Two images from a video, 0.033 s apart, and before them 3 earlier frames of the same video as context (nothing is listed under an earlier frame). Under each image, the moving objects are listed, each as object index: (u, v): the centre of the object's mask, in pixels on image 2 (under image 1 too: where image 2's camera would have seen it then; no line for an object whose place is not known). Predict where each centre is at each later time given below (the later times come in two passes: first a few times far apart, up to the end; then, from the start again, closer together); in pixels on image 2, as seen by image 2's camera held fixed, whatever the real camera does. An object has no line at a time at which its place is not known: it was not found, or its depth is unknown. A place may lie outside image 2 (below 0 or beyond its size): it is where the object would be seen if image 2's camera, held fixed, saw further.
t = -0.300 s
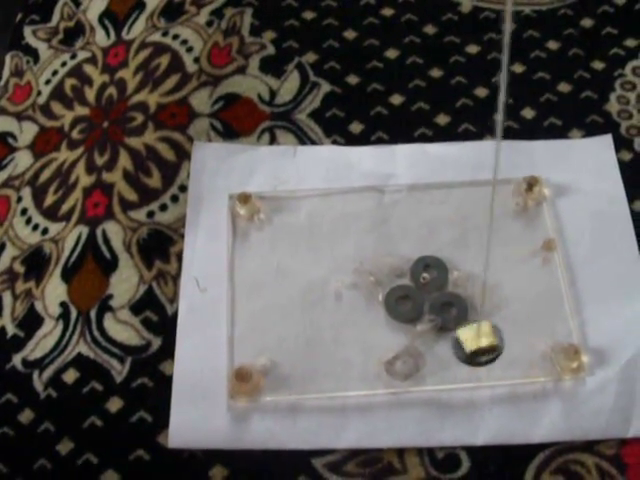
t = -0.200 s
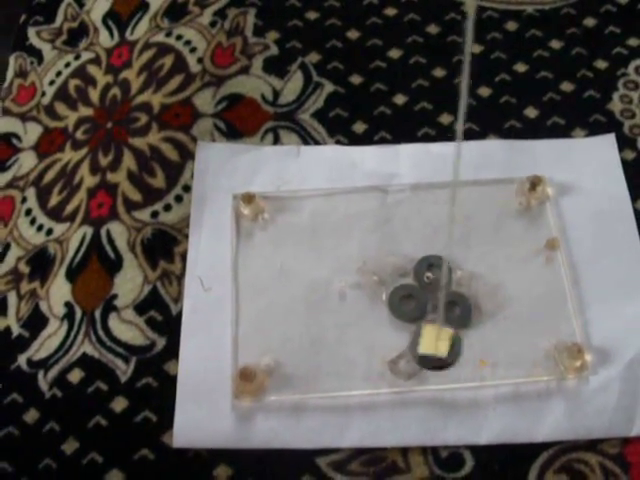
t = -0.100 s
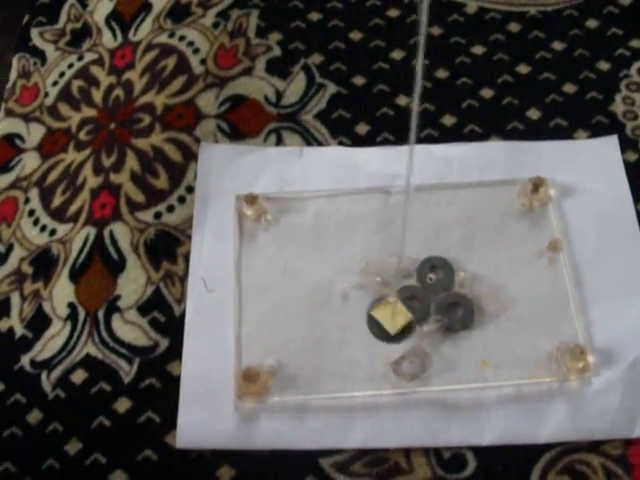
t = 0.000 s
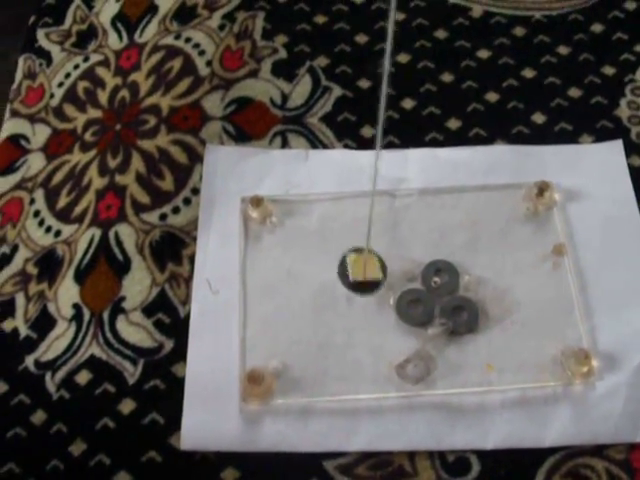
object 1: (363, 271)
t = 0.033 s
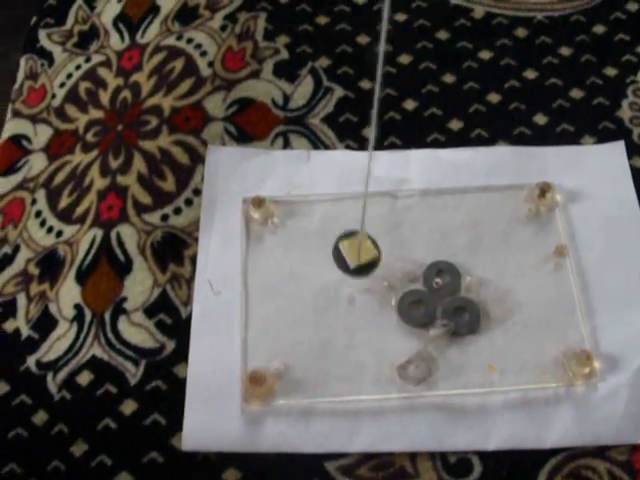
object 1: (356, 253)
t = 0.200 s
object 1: (353, 182)
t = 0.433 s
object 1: (425, 186)
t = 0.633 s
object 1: (494, 270)
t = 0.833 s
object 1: (500, 342)
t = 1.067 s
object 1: (405, 297)
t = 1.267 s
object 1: (344, 207)
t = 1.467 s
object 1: (371, 177)
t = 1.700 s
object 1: (471, 243)
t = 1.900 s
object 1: (518, 319)
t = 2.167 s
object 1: (418, 310)
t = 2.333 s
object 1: (338, 243)
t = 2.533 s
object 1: (336, 188)
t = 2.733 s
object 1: (430, 214)
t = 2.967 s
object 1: (521, 297)
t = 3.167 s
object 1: (493, 332)
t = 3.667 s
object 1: (354, 188)
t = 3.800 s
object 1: (401, 194)
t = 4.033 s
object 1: (515, 267)
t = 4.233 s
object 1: (547, 330)
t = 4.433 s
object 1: (465, 311)
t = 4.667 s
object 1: (362, 227)
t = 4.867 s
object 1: (366, 198)
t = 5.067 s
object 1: (449, 236)
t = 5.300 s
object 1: (536, 310)
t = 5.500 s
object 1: (503, 316)
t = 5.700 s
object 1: (397, 258)
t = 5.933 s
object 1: (335, 202)
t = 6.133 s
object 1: (399, 223)
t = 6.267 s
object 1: (469, 260)
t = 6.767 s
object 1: (436, 282)
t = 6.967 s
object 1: (343, 227)
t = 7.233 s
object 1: (382, 208)
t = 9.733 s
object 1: (484, 222)
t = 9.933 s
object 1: (530, 270)
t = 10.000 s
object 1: (523, 287)
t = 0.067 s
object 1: (351, 235)
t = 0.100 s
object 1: (348, 219)
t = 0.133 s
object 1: (348, 204)
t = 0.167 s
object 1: (349, 192)
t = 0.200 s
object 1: (353, 182)
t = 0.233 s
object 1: (359, 174)
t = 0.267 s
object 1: (367, 169)
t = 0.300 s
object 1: (377, 167)
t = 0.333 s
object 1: (387, 168)
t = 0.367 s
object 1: (399, 171)
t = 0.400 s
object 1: (412, 177)
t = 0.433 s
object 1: (425, 186)
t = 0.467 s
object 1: (438, 197)
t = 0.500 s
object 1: (451, 209)
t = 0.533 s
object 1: (463, 223)
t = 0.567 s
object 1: (475, 238)
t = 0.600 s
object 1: (485, 253)
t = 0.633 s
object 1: (494, 270)
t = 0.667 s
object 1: (502, 285)
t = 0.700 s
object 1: (508, 300)
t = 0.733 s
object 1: (510, 314)
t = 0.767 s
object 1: (511, 326)
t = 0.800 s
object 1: (507, 336)
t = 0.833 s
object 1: (500, 342)
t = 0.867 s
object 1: (492, 345)
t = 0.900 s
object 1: (481, 344)
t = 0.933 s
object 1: (467, 339)
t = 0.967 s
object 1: (452, 332)
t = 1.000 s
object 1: (436, 323)
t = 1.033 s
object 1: (418, 311)
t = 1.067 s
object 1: (405, 297)
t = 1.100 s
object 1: (391, 281)
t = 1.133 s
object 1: (378, 266)
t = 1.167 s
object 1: (366, 250)
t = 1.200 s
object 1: (356, 235)
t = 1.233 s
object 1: (349, 220)
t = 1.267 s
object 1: (344, 207)
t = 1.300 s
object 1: (342, 196)
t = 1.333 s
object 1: (343, 187)
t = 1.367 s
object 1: (346, 181)
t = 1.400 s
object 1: (352, 177)
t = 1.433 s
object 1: (360, 176)
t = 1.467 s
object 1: (371, 177)
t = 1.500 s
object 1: (383, 182)
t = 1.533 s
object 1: (397, 188)
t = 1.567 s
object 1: (411, 196)
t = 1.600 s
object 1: (427, 206)
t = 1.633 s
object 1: (442, 218)
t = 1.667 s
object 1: (457, 230)
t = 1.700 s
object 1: (471, 243)
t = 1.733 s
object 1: (484, 257)
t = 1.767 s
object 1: (496, 271)
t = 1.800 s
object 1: (506, 284)
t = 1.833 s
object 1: (513, 297)
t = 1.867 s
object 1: (517, 309)
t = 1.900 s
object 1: (518, 319)
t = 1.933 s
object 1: (515, 327)
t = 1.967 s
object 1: (509, 333)
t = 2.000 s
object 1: (500, 336)
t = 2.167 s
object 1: (418, 310)
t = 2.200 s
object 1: (398, 300)
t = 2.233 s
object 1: (380, 285)
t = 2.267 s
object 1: (364, 271)
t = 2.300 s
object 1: (350, 257)
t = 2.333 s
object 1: (338, 243)
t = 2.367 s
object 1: (329, 229)
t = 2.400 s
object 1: (324, 217)
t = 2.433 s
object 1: (321, 206)
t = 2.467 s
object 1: (323, 198)
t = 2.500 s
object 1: (328, 192)
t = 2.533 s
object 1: (336, 188)
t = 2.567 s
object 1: (348, 187)
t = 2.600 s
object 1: (362, 188)
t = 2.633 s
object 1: (377, 192)
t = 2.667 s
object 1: (394, 198)
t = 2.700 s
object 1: (411, 205)
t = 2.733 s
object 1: (430, 214)
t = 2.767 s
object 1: (447, 224)
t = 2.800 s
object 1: (463, 235)
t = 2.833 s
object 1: (478, 247)
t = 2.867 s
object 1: (493, 260)
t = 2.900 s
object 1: (504, 273)
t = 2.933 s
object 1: (514, 286)
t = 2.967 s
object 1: (521, 297)
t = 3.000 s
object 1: (525, 308)
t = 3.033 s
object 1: (524, 318)
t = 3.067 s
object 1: (521, 325)
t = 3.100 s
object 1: (514, 330)
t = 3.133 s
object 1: (505, 332)
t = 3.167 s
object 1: (493, 332)
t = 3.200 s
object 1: (477, 327)
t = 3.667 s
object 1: (354, 188)
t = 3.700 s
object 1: (363, 186)
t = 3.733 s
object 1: (373, 186)
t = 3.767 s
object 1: (387, 189)
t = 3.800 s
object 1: (401, 194)
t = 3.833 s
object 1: (417, 201)
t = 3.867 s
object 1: (434, 209)
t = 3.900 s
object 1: (451, 219)
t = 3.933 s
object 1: (468, 230)
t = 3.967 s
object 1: (484, 242)
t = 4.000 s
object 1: (500, 254)
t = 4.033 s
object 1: (515, 267)
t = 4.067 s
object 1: (528, 280)
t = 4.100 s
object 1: (539, 293)
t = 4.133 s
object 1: (546, 305)
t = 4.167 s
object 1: (550, 315)
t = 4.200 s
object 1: (550, 324)
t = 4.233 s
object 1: (547, 330)
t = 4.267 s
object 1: (539, 334)
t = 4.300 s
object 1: (529, 334)
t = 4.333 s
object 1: (515, 332)
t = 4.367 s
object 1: (500, 327)
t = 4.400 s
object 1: (482, 320)
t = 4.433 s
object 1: (465, 311)
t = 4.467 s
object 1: (449, 299)
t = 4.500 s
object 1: (431, 287)
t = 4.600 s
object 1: (384, 249)
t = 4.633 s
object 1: (372, 237)
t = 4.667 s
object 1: (362, 227)
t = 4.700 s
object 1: (355, 217)
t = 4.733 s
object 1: (352, 210)
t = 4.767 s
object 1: (351, 204)
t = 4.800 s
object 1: (353, 200)
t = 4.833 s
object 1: (358, 198)
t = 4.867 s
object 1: (366, 198)
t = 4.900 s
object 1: (376, 201)
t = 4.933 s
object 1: (389, 205)
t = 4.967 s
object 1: (402, 211)
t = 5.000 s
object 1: (418, 218)
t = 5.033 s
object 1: (433, 227)
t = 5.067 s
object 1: (449, 236)
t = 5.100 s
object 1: (465, 246)
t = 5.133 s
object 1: (480, 258)
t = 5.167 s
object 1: (496, 271)
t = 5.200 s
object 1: (509, 282)
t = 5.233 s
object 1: (520, 292)
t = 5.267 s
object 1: (529, 302)
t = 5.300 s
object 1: (536, 310)
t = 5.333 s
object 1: (539, 317)
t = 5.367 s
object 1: (539, 321)
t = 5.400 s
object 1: (535, 323)
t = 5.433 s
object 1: (526, 323)
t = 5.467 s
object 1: (515, 320)
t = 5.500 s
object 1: (503, 316)
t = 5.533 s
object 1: (487, 308)
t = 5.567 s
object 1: (472, 302)
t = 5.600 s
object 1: (453, 291)
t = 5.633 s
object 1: (436, 279)
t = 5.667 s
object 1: (412, 268)
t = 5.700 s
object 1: (397, 258)
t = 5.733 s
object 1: (381, 247)
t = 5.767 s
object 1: (366, 236)
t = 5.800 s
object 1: (354, 226)
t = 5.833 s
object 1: (344, 217)
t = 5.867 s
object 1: (338, 211)
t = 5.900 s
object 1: (335, 205)
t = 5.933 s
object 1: (335, 202)
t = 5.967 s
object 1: (339, 201)
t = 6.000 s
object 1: (346, 202)
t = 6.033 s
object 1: (356, 205)
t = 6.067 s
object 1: (369, 209)
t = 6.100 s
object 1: (383, 215)
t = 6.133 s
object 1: (399, 223)
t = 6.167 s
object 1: (417, 231)
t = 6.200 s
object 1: (434, 241)
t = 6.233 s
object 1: (452, 250)
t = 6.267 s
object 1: (469, 260)
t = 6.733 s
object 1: (450, 295)
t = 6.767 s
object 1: (436, 282)
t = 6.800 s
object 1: (411, 277)
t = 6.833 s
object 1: (395, 267)
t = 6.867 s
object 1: (379, 257)
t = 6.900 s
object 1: (365, 247)
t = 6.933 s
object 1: (352, 236)
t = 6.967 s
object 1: (343, 227)
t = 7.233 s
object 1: (382, 208)
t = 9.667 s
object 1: (455, 213)
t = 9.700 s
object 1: (470, 217)
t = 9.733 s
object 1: (484, 222)
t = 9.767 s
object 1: (498, 229)
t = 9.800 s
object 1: (509, 236)
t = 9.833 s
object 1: (519, 244)
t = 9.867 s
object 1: (525, 253)
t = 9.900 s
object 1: (530, 261)
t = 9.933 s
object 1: (530, 270)
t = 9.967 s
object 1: (528, 279)
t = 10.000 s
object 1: (523, 287)
